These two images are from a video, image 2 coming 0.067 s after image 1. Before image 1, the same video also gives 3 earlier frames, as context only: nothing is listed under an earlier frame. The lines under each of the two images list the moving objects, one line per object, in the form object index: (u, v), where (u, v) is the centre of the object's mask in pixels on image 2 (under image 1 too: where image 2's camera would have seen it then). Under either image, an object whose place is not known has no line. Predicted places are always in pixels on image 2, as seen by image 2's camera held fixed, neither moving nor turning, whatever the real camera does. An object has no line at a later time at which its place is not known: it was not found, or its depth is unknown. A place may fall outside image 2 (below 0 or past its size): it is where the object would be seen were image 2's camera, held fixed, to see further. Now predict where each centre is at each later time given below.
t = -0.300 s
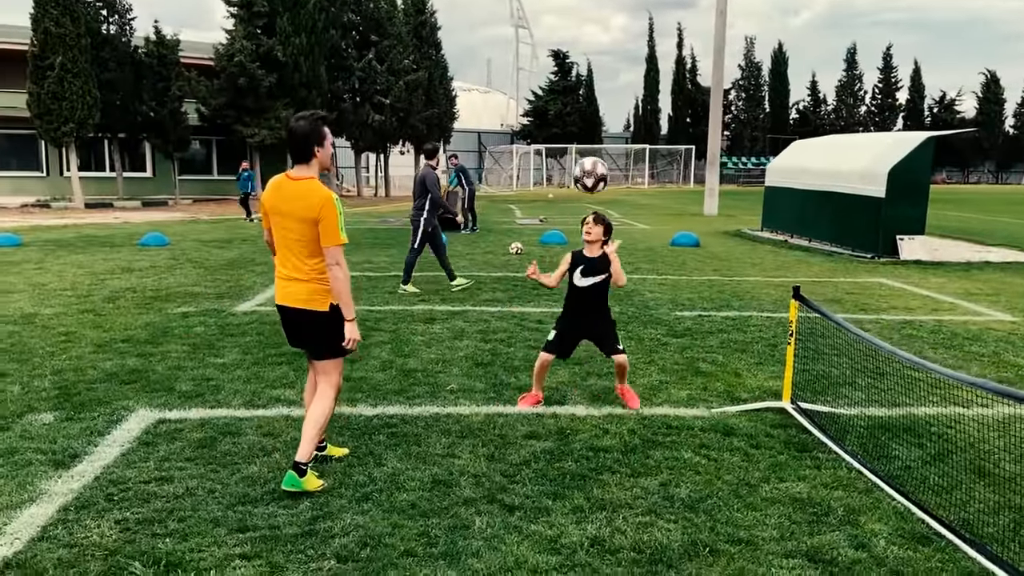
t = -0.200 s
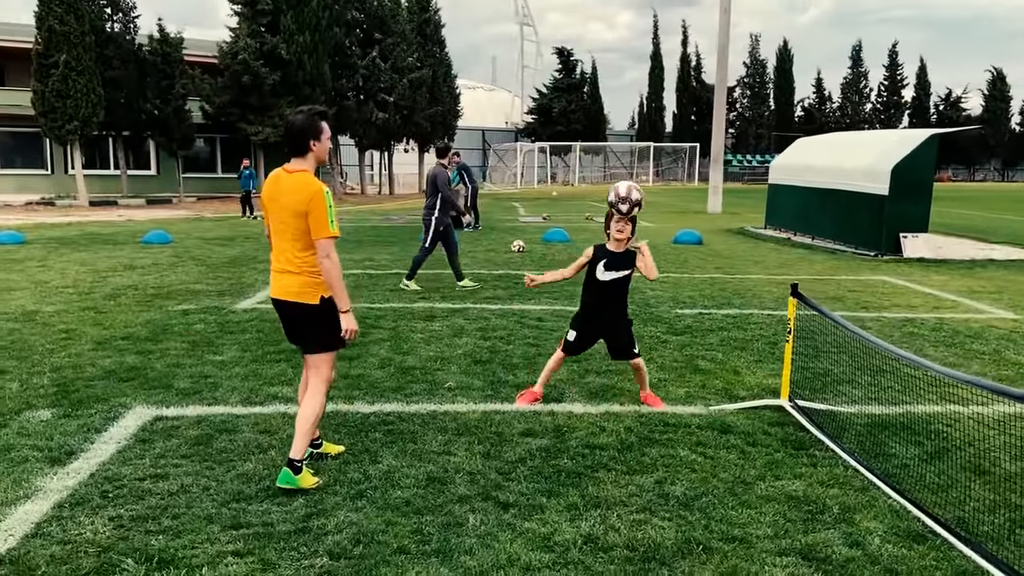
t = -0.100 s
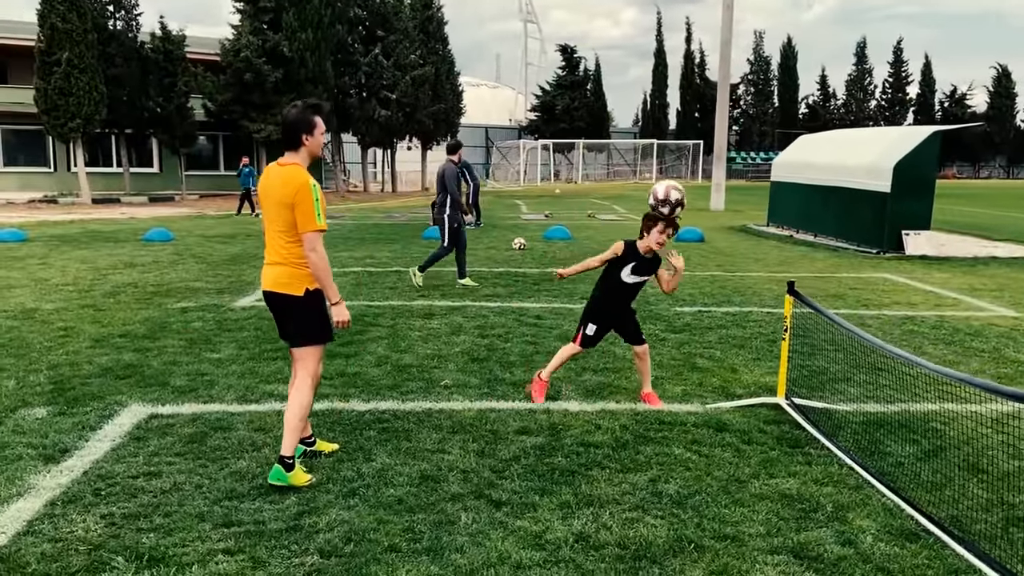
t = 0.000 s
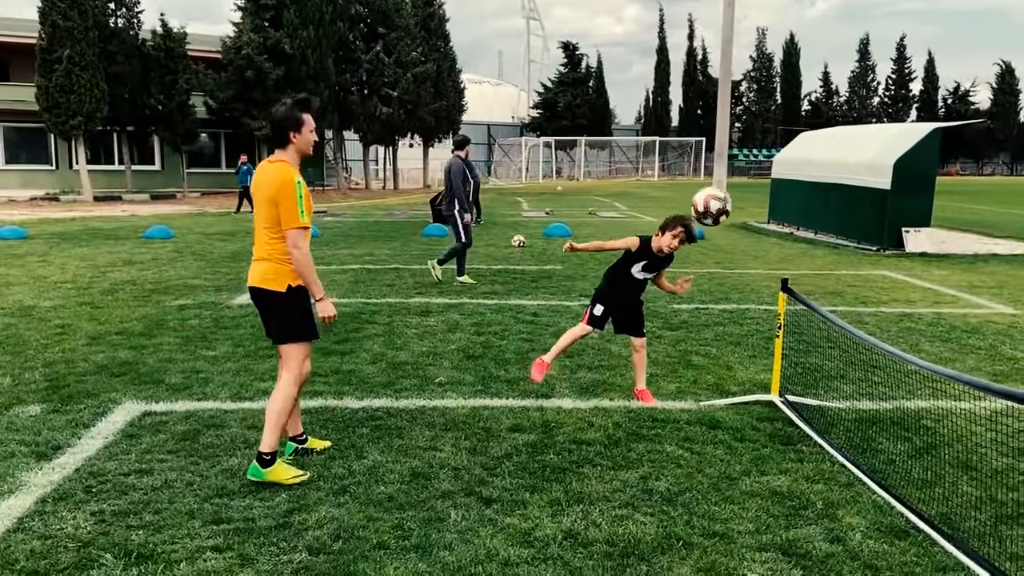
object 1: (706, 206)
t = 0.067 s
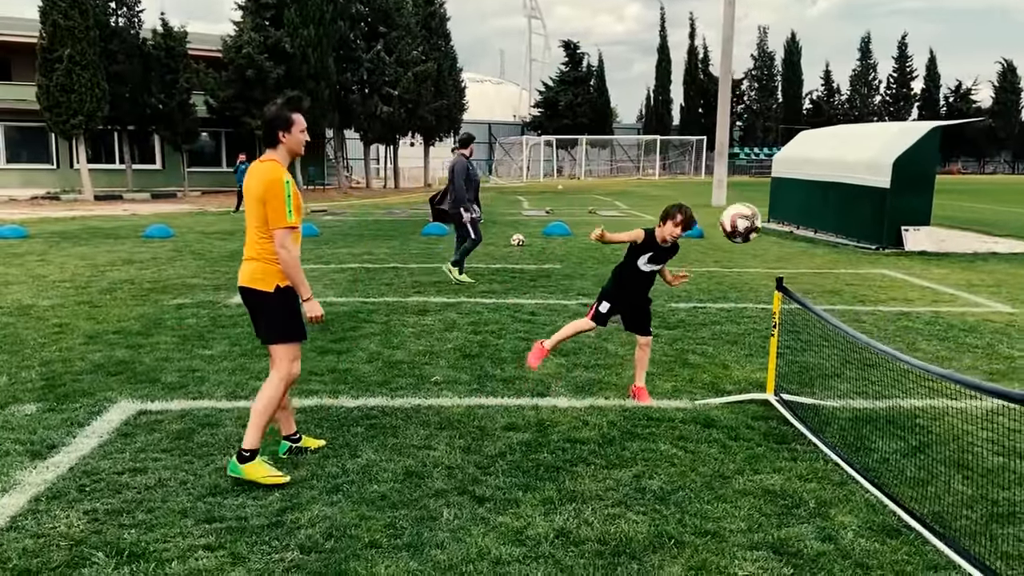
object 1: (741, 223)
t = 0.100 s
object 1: (758, 235)
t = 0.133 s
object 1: (775, 249)
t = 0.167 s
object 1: (793, 266)
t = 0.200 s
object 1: (811, 285)
